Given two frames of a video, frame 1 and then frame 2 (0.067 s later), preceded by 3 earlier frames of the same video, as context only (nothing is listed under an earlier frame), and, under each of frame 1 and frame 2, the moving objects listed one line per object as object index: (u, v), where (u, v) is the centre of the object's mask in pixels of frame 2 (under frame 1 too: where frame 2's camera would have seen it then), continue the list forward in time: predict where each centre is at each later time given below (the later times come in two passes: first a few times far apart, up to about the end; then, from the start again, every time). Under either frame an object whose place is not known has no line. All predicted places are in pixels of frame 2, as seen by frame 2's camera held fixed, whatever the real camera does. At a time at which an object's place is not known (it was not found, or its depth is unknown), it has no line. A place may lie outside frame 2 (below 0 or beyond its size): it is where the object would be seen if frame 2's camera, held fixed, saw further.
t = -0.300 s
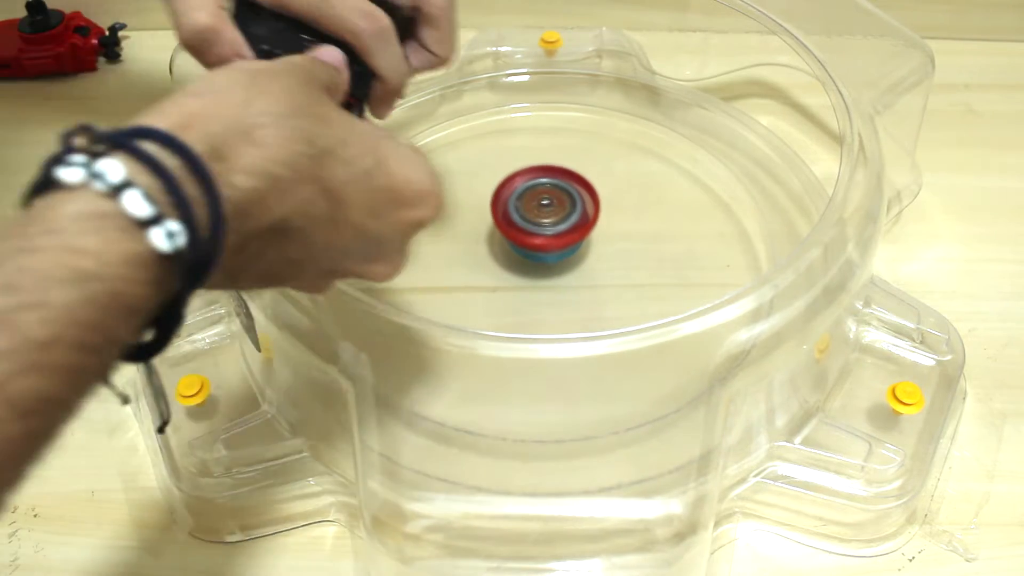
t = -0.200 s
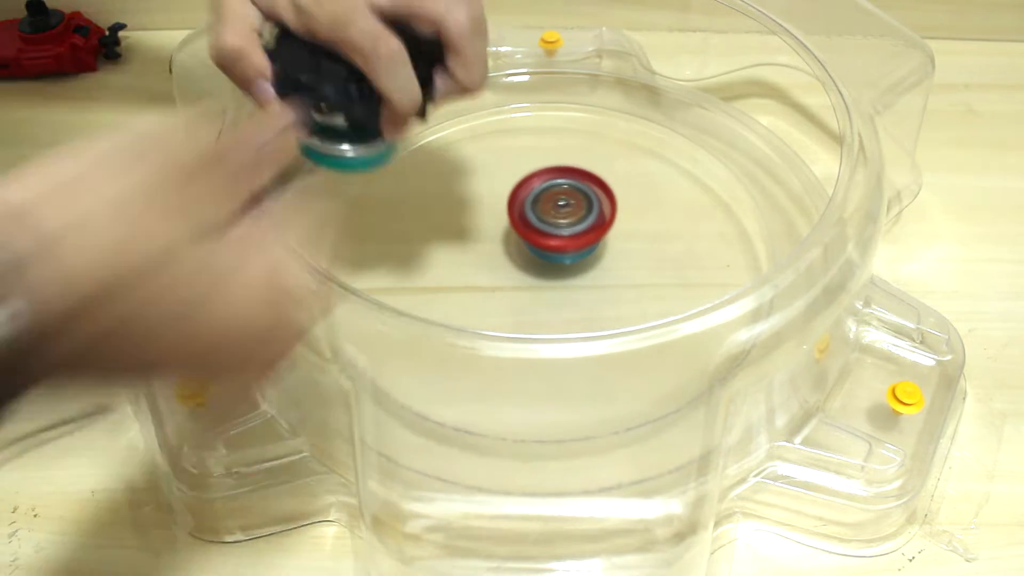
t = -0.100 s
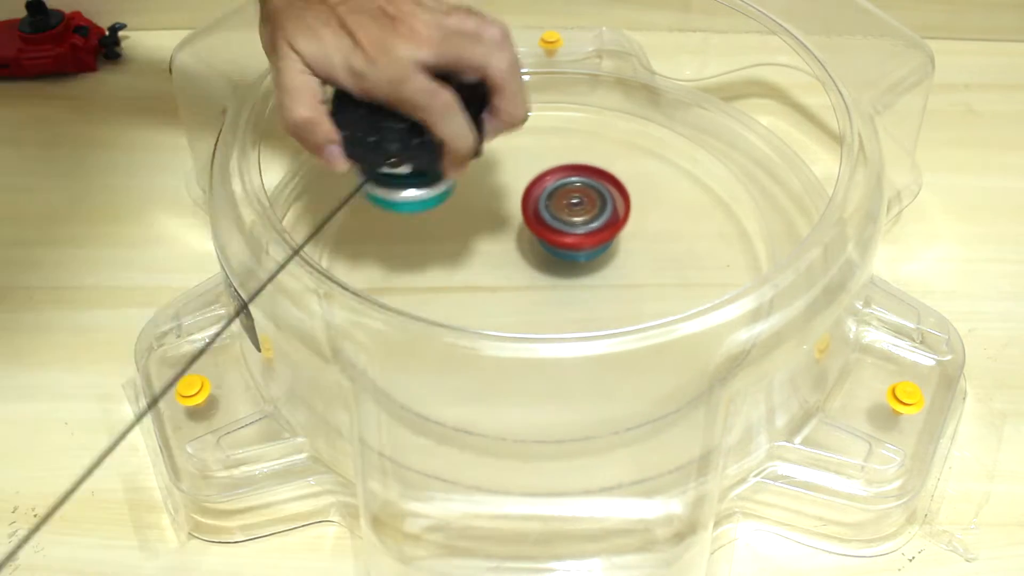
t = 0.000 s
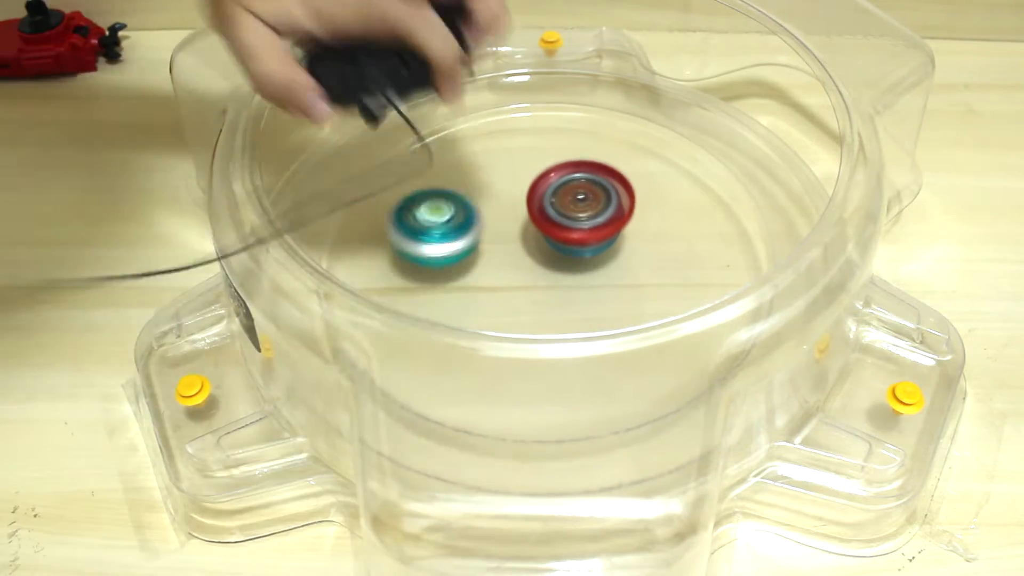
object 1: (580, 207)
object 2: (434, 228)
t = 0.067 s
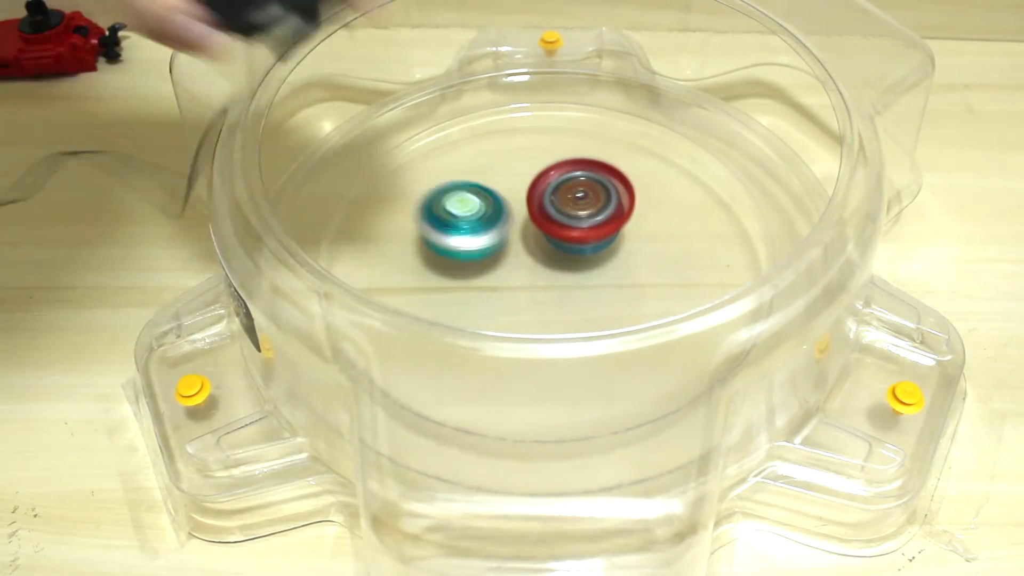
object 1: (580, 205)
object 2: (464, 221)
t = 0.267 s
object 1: (617, 196)
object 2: (496, 239)
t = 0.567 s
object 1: (600, 203)
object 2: (473, 248)
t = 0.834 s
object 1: (623, 247)
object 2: (491, 244)
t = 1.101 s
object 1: (649, 237)
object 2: (512, 227)
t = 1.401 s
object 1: (590, 242)
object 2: (497, 216)
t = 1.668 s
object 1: (580, 291)
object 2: (509, 236)
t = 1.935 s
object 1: (583, 297)
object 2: (565, 229)
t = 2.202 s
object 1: (536, 288)
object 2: (529, 197)
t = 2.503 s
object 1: (484, 343)
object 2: (515, 220)
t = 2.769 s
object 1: (519, 325)
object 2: (575, 259)
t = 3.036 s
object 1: (494, 270)
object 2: (565, 208)
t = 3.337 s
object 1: (411, 270)
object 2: (530, 234)
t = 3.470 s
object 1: (428, 273)
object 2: (544, 274)
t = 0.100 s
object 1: (578, 205)
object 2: (480, 223)
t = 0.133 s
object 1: (586, 203)
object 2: (487, 223)
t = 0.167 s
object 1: (597, 202)
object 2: (490, 228)
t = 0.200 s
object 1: (605, 200)
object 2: (494, 231)
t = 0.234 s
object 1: (613, 198)
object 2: (495, 235)
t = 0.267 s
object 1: (617, 196)
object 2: (496, 239)
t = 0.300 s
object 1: (619, 194)
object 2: (496, 242)
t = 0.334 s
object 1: (619, 194)
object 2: (493, 244)
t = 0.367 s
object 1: (617, 194)
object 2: (490, 246)
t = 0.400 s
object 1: (615, 194)
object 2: (484, 247)
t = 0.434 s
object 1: (611, 195)
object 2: (479, 246)
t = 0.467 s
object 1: (608, 197)
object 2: (477, 244)
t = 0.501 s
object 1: (606, 199)
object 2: (477, 245)
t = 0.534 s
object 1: (603, 200)
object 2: (476, 247)
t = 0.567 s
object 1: (600, 203)
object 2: (473, 248)
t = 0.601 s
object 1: (597, 208)
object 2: (473, 248)
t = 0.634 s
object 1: (594, 213)
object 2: (477, 250)
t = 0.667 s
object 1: (591, 220)
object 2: (481, 254)
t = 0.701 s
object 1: (589, 227)
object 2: (486, 255)
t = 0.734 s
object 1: (588, 233)
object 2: (490, 255)
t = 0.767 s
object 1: (598, 240)
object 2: (491, 252)
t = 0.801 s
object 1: (611, 244)
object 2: (490, 248)
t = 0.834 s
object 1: (623, 247)
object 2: (491, 244)
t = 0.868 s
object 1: (634, 248)
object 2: (494, 240)
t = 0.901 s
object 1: (643, 248)
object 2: (495, 236)
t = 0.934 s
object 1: (649, 247)
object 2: (497, 232)
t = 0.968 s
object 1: (652, 245)
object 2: (500, 229)
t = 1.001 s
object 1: (653, 242)
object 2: (504, 227)
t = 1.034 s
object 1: (652, 240)
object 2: (507, 227)
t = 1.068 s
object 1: (651, 238)
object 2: (510, 227)
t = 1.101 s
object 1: (649, 237)
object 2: (512, 227)
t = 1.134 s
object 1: (645, 236)
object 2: (513, 226)
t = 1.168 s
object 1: (641, 235)
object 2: (514, 225)
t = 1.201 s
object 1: (636, 234)
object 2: (514, 223)
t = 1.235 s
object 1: (631, 233)
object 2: (515, 221)
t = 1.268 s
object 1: (624, 233)
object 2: (514, 218)
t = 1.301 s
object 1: (617, 234)
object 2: (511, 215)
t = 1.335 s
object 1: (608, 236)
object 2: (506, 214)
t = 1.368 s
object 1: (599, 239)
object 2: (501, 215)
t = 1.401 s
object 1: (590, 242)
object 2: (497, 216)
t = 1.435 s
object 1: (586, 248)
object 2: (494, 216)
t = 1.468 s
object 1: (583, 255)
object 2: (494, 217)
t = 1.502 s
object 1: (580, 261)
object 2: (495, 220)
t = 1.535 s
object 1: (578, 268)
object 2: (496, 224)
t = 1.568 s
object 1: (577, 275)
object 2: (499, 228)
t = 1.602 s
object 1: (577, 282)
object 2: (502, 231)
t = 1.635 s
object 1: (578, 287)
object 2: (505, 233)
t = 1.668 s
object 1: (580, 291)
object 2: (509, 236)
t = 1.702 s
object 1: (583, 294)
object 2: (514, 238)
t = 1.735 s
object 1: (588, 297)
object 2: (519, 240)
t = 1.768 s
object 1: (592, 298)
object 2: (526, 241)
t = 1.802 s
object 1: (594, 299)
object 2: (535, 241)
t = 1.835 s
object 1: (592, 298)
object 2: (541, 240)
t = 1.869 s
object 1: (590, 298)
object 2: (549, 237)
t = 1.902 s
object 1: (587, 297)
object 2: (557, 233)
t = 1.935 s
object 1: (583, 297)
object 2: (565, 229)
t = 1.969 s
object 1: (577, 296)
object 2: (572, 224)
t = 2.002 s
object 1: (572, 295)
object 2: (576, 218)
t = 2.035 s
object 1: (567, 293)
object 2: (577, 211)
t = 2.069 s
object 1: (562, 292)
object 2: (573, 203)
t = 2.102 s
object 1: (557, 291)
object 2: (566, 197)
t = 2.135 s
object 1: (551, 290)
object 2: (555, 194)
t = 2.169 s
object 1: (544, 289)
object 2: (542, 194)
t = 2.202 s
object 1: (536, 288)
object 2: (529, 197)
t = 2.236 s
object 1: (528, 287)
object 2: (517, 201)
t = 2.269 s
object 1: (520, 286)
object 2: (508, 206)
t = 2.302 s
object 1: (512, 286)
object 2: (499, 212)
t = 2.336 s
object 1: (503, 286)
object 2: (493, 218)
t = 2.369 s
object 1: (494, 293)
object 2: (495, 221)
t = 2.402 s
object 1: (486, 311)
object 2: (498, 223)
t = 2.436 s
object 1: (480, 329)
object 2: (503, 221)
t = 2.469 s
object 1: (481, 338)
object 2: (508, 220)
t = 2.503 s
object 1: (484, 343)
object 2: (515, 220)
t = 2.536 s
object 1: (489, 345)
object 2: (520, 223)
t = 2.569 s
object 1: (496, 346)
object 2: (525, 229)
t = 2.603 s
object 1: (502, 345)
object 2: (529, 237)
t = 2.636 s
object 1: (508, 342)
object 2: (535, 246)
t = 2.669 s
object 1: (514, 335)
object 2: (541, 251)
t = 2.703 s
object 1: (517, 335)
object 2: (550, 254)
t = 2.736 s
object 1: (518, 332)
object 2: (562, 257)
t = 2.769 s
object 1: (519, 325)
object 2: (575, 259)
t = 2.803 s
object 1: (518, 321)
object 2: (588, 258)
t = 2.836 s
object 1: (518, 302)
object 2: (599, 254)
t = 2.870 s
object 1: (516, 298)
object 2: (607, 245)
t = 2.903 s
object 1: (511, 294)
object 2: (609, 235)
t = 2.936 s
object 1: (507, 289)
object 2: (607, 225)
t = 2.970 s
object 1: (502, 284)
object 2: (598, 216)
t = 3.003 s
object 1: (497, 278)
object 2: (583, 211)
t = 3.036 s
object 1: (494, 270)
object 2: (565, 208)
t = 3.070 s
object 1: (490, 262)
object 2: (550, 206)
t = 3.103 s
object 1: (472, 260)
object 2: (541, 203)
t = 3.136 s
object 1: (454, 268)
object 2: (533, 203)
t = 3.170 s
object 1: (439, 268)
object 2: (529, 203)
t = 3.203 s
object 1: (427, 268)
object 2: (527, 204)
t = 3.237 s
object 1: (417, 268)
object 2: (527, 209)
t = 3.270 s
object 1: (412, 268)
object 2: (528, 214)
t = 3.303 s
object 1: (410, 269)
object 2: (529, 223)
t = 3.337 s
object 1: (411, 270)
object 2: (530, 234)
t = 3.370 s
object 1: (413, 272)
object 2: (533, 247)
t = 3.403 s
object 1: (417, 272)
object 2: (536, 258)
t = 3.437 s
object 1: (423, 273)
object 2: (539, 267)
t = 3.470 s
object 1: (428, 273)
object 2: (544, 274)
